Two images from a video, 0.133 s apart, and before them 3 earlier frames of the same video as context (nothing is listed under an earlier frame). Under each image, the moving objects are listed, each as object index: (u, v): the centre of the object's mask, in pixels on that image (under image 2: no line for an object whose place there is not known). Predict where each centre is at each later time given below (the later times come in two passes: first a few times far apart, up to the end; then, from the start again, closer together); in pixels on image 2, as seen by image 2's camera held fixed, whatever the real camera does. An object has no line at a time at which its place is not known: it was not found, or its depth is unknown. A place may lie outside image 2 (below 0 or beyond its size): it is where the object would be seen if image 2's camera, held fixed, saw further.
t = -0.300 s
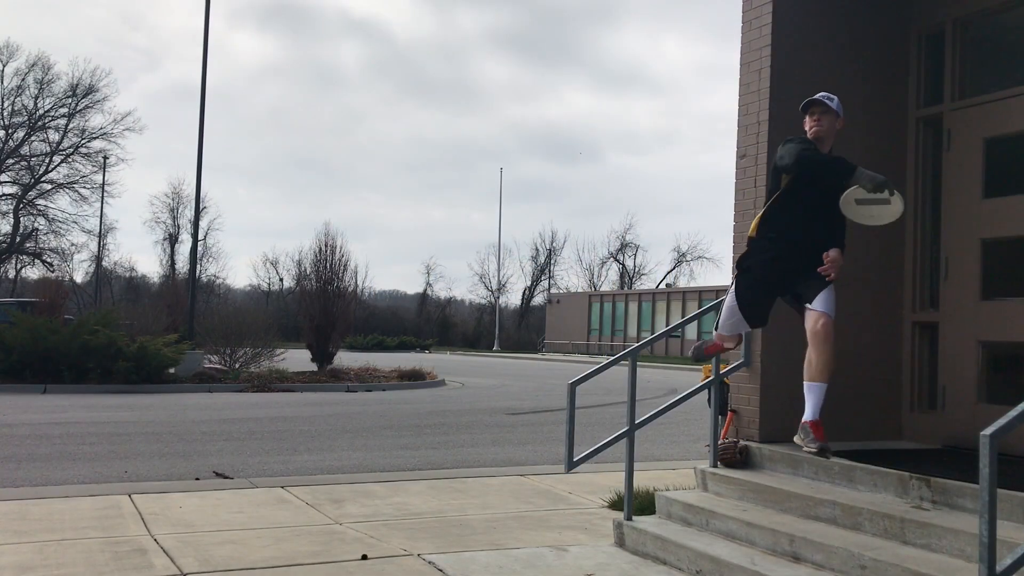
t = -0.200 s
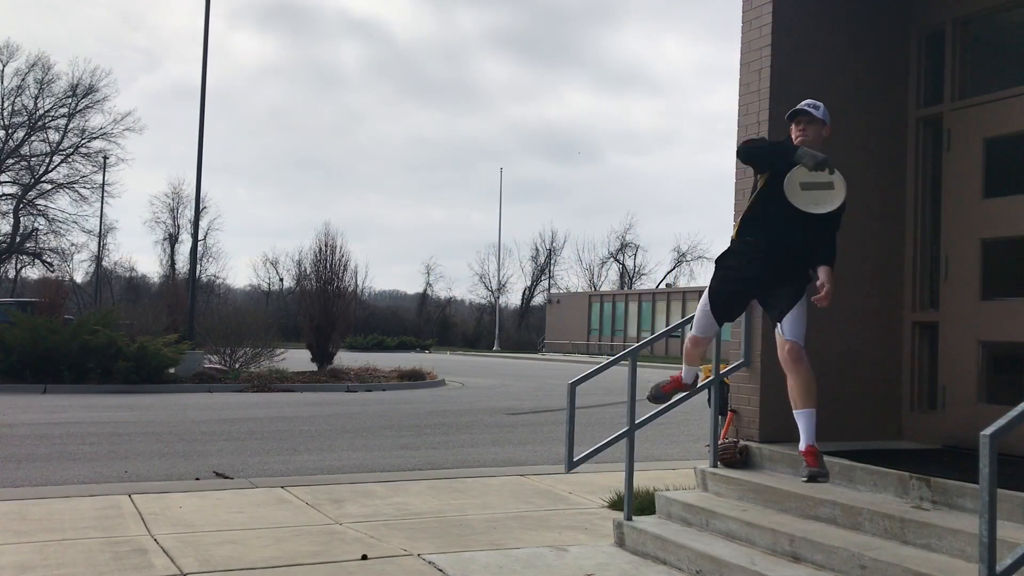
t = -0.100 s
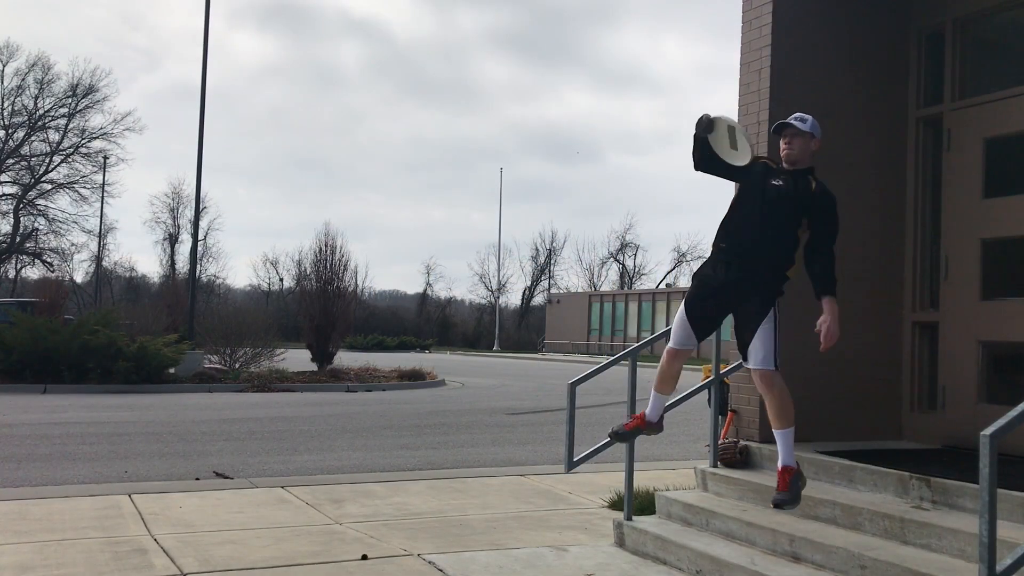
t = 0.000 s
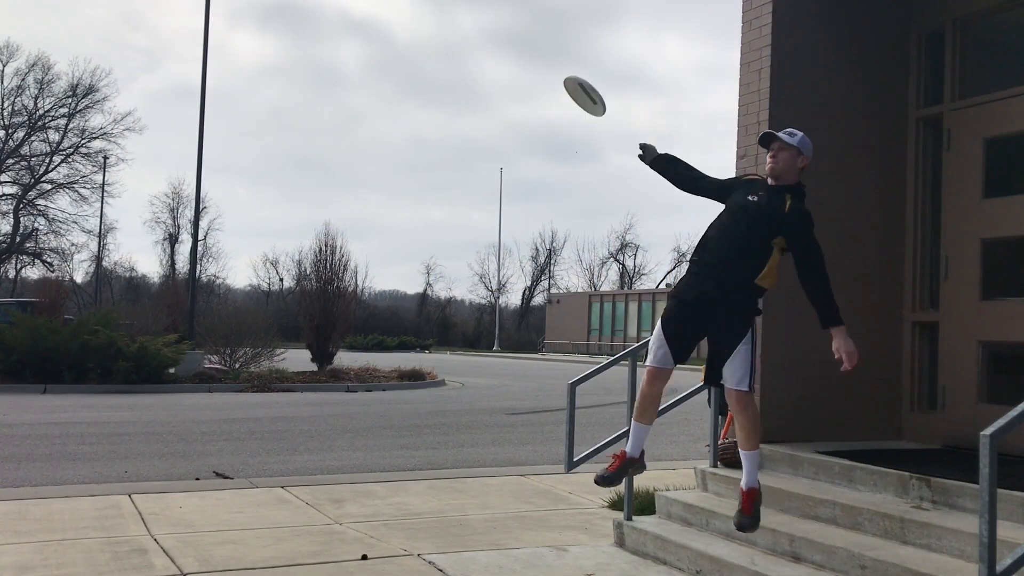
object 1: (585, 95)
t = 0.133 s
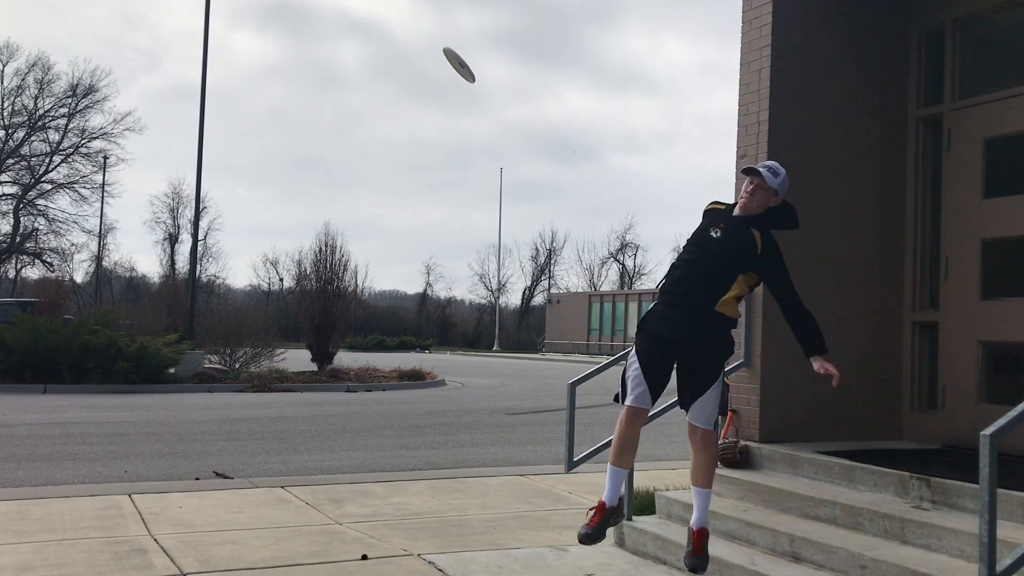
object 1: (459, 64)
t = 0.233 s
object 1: (396, 47)
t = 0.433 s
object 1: (312, 23)
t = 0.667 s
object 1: (255, 13)
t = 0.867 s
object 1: (224, 13)
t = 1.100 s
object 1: (200, 21)
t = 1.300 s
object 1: (181, 46)
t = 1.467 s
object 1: (180, 72)
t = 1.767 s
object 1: (192, 126)
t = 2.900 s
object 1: (298, 337)
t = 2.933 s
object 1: (303, 344)
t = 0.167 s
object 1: (436, 58)
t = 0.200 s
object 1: (414, 52)
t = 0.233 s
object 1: (396, 47)
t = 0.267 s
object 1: (378, 41)
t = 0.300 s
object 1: (363, 37)
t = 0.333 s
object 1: (348, 33)
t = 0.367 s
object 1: (335, 29)
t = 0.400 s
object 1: (323, 26)
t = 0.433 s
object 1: (312, 23)
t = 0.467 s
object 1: (302, 21)
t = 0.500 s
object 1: (292, 19)
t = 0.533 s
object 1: (284, 17)
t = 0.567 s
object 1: (276, 15)
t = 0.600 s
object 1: (268, 14)
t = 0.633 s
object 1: (261, 13)
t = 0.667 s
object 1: (255, 13)
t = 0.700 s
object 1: (248, 12)
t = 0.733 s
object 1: (243, 12)
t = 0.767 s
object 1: (238, 12)
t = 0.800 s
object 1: (233, 12)
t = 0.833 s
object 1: (229, 12)
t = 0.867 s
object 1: (224, 13)
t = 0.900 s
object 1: (221, 13)
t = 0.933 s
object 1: (216, 14)
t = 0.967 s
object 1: (213, 15)
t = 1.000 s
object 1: (210, 16)
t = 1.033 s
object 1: (207, 17)
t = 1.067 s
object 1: (205, 18)
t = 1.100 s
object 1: (200, 21)
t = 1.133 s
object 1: (196, 25)
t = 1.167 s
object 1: (192, 28)
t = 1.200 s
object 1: (188, 32)
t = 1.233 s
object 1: (185, 37)
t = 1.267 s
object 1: (183, 42)
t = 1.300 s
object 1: (181, 46)
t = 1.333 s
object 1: (180, 51)
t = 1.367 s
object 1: (180, 56)
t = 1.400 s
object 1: (179, 61)
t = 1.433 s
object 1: (179, 66)
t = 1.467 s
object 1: (180, 72)
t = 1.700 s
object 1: (188, 113)
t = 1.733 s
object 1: (190, 120)
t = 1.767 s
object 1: (192, 126)
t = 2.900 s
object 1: (298, 337)
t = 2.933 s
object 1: (303, 344)
